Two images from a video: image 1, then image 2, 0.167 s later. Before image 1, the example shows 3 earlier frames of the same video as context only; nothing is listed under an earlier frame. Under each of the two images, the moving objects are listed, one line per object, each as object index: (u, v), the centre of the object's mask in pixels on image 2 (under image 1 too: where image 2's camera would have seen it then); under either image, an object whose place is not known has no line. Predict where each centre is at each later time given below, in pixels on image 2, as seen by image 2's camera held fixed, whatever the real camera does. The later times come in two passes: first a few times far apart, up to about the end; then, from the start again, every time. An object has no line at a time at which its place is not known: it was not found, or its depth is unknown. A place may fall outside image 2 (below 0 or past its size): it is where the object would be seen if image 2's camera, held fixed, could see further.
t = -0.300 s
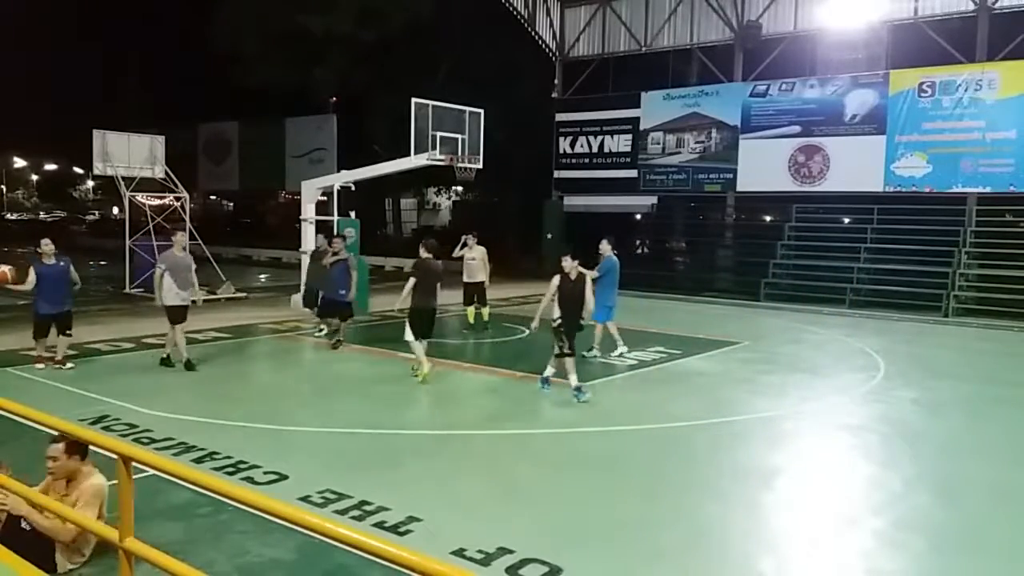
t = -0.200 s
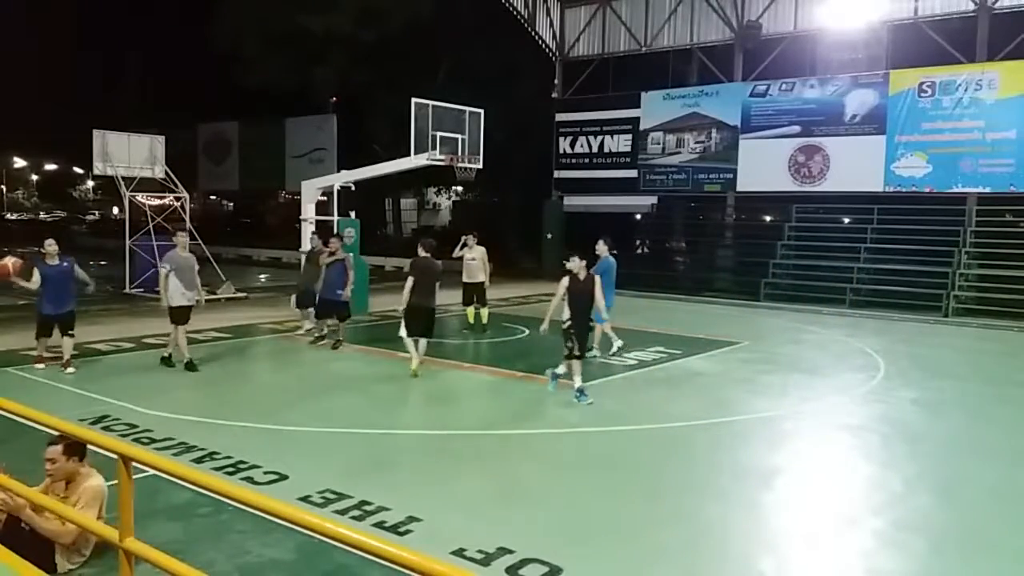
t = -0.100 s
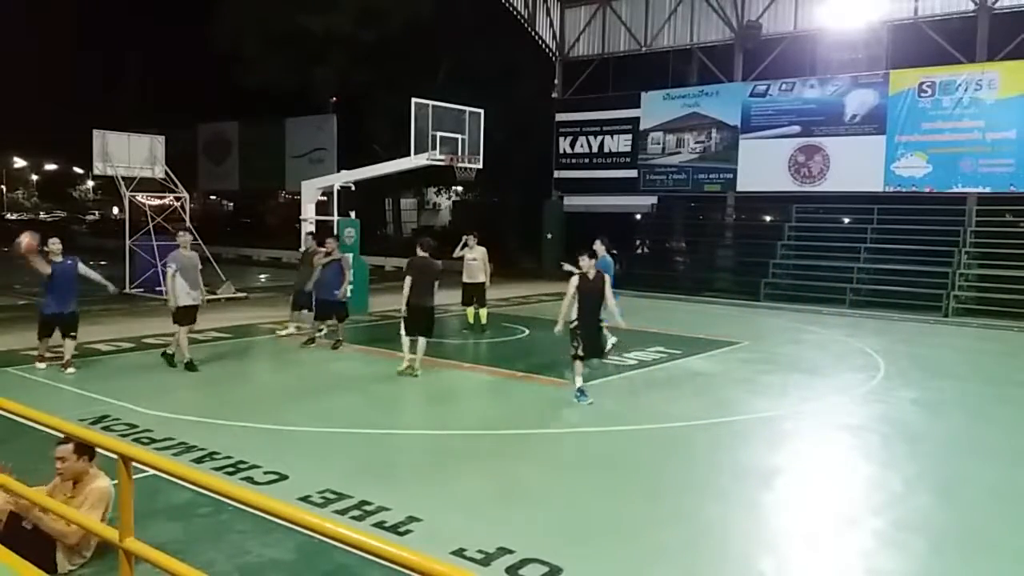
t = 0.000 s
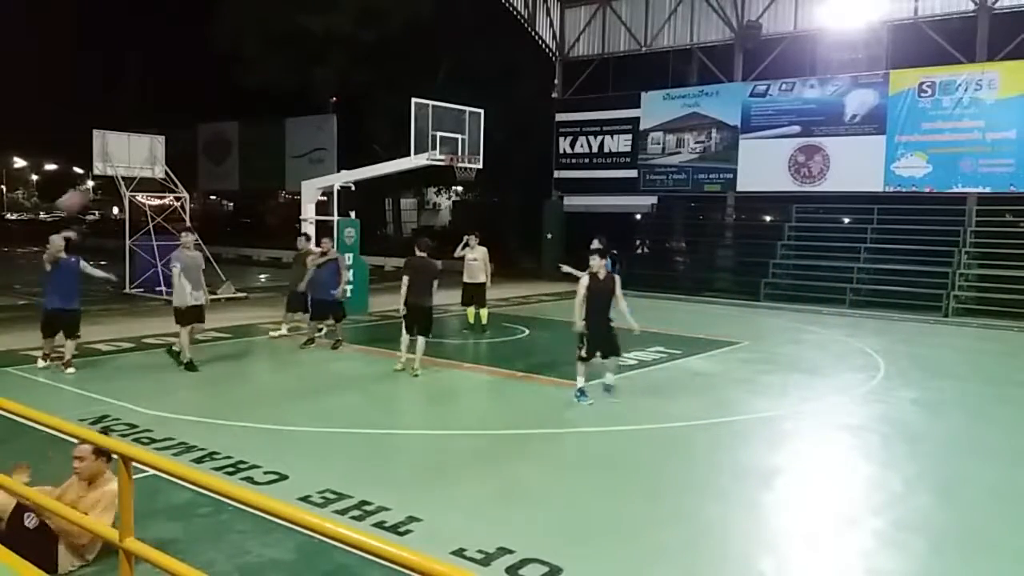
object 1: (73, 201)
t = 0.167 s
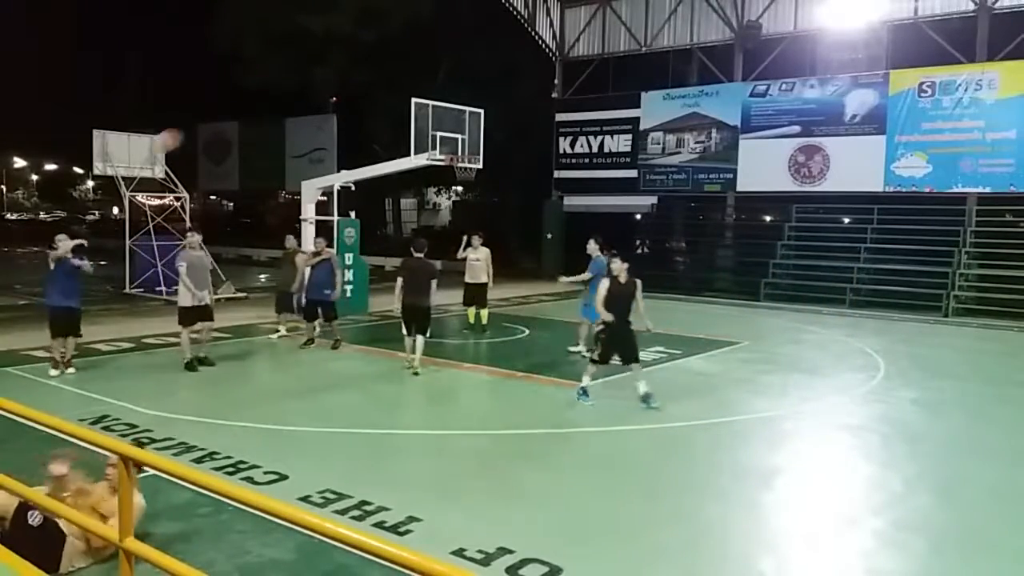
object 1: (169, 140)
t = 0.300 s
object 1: (245, 107)
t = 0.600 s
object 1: (423, 88)
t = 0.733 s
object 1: (501, 104)
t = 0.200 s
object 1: (186, 131)
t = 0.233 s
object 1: (205, 123)
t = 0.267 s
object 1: (227, 113)
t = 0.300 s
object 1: (245, 107)
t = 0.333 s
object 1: (263, 101)
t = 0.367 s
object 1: (283, 96)
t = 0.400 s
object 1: (302, 92)
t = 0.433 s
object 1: (322, 90)
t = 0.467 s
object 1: (342, 88)
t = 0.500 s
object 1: (362, 87)
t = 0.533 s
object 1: (382, 86)
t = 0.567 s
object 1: (402, 87)
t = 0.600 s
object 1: (423, 88)
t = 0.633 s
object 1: (443, 91)
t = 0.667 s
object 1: (462, 94)
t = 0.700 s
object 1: (482, 98)
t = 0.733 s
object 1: (501, 104)
